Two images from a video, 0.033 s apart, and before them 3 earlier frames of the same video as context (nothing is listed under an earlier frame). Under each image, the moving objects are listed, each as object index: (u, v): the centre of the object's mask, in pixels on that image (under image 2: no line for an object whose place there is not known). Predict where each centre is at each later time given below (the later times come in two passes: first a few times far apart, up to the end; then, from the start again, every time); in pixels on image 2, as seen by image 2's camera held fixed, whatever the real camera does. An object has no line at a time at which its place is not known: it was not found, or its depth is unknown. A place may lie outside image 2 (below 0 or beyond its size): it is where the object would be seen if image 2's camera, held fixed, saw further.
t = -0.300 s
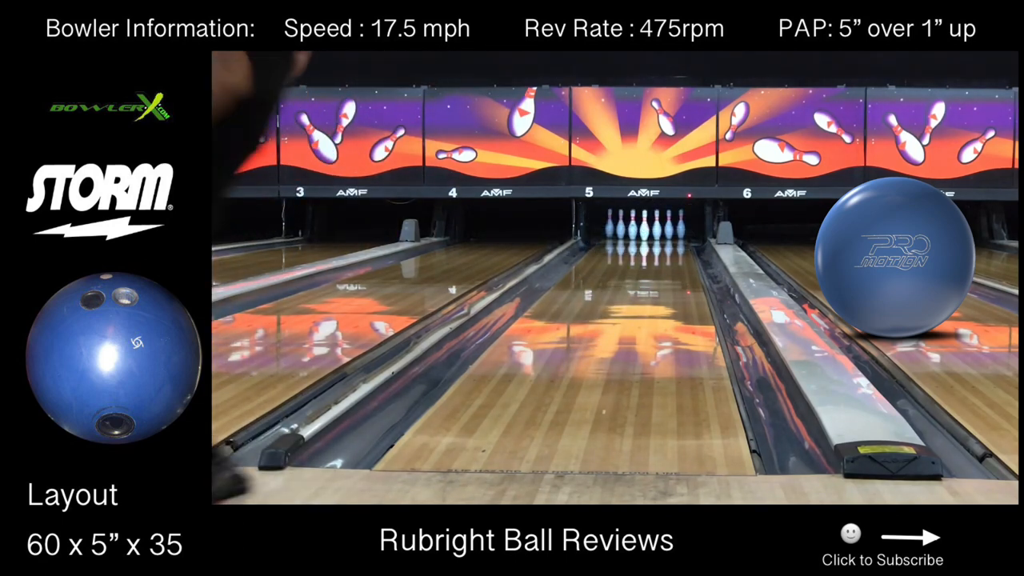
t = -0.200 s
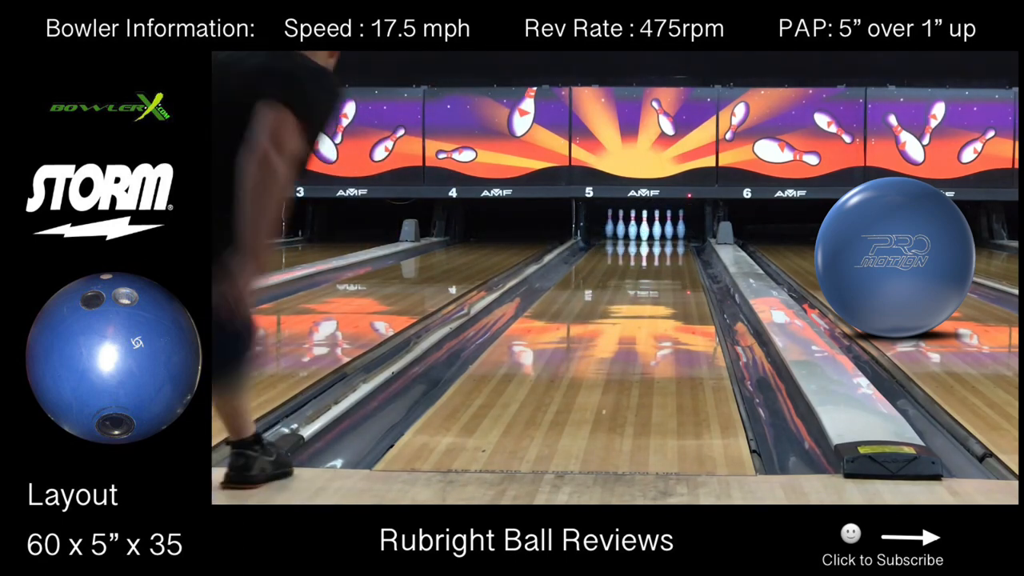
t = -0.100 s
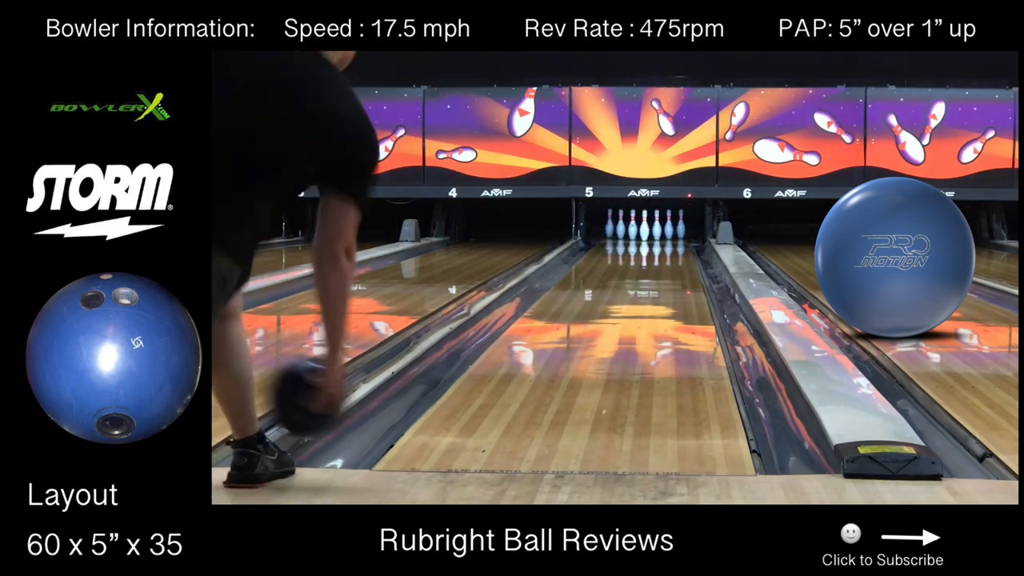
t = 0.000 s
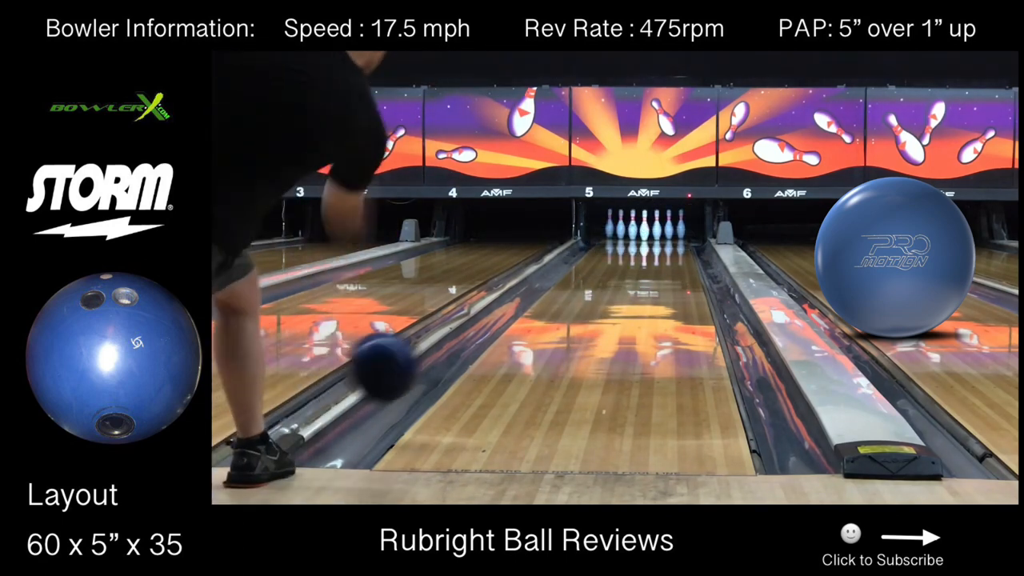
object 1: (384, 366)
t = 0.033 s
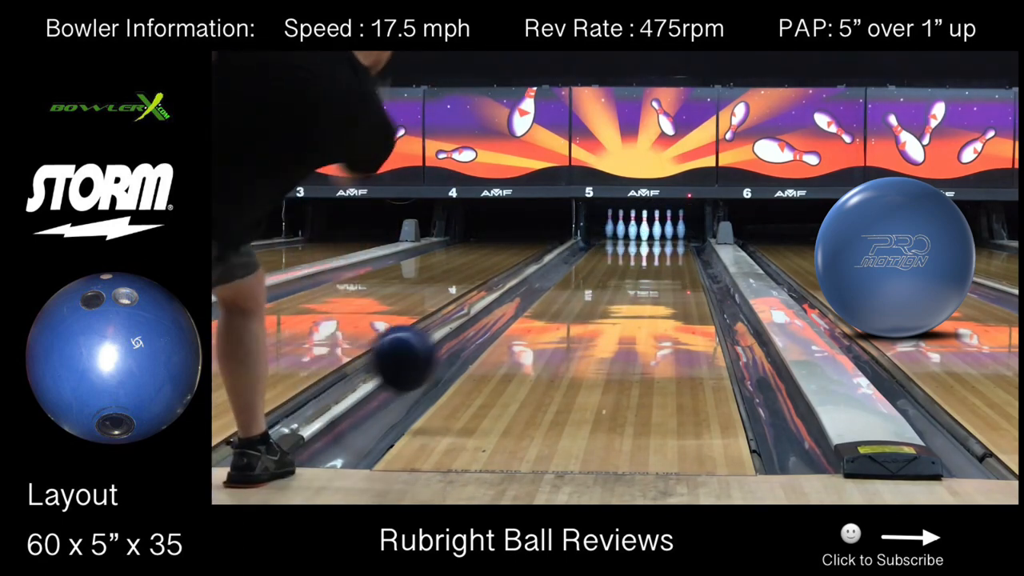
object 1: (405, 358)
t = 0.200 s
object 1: (484, 357)
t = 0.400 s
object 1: (547, 324)
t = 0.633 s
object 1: (597, 300)
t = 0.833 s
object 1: (627, 285)
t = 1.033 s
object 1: (650, 273)
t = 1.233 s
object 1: (668, 264)
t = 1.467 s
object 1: (679, 255)
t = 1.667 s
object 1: (684, 249)
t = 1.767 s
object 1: (683, 246)
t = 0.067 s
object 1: (423, 354)
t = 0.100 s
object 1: (440, 353)
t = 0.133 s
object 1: (455, 356)
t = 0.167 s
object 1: (470, 361)
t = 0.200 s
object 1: (484, 357)
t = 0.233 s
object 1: (496, 350)
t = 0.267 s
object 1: (507, 345)
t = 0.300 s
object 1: (518, 340)
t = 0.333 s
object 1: (528, 334)
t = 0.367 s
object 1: (538, 329)
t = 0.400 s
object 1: (547, 324)
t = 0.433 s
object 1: (555, 320)
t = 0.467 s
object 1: (563, 316)
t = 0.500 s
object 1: (571, 312)
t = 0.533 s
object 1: (578, 309)
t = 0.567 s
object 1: (584, 306)
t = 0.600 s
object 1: (591, 304)
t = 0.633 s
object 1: (597, 300)
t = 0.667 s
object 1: (602, 298)
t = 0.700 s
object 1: (608, 295)
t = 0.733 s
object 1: (613, 293)
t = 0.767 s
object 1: (618, 290)
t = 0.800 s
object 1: (622, 287)
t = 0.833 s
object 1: (627, 285)
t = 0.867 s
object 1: (631, 283)
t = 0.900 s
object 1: (636, 281)
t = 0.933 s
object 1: (640, 279)
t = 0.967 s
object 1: (643, 277)
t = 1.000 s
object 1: (647, 275)
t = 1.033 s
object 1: (650, 273)
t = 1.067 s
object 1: (653, 271)
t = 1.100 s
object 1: (657, 270)
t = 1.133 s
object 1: (660, 269)
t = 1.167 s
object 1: (663, 266)
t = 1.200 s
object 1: (665, 266)
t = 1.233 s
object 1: (668, 264)
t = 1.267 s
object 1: (670, 262)
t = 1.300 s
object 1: (672, 261)
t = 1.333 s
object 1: (674, 260)
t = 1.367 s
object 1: (676, 259)
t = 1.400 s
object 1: (677, 258)
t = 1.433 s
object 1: (678, 256)
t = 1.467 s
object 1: (679, 255)
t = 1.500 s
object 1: (680, 254)
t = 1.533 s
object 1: (681, 253)
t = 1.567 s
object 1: (682, 253)
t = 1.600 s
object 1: (683, 251)
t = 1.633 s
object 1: (683, 250)
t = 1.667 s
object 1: (684, 249)
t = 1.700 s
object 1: (684, 249)
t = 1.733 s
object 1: (684, 248)
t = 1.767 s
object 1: (683, 246)
